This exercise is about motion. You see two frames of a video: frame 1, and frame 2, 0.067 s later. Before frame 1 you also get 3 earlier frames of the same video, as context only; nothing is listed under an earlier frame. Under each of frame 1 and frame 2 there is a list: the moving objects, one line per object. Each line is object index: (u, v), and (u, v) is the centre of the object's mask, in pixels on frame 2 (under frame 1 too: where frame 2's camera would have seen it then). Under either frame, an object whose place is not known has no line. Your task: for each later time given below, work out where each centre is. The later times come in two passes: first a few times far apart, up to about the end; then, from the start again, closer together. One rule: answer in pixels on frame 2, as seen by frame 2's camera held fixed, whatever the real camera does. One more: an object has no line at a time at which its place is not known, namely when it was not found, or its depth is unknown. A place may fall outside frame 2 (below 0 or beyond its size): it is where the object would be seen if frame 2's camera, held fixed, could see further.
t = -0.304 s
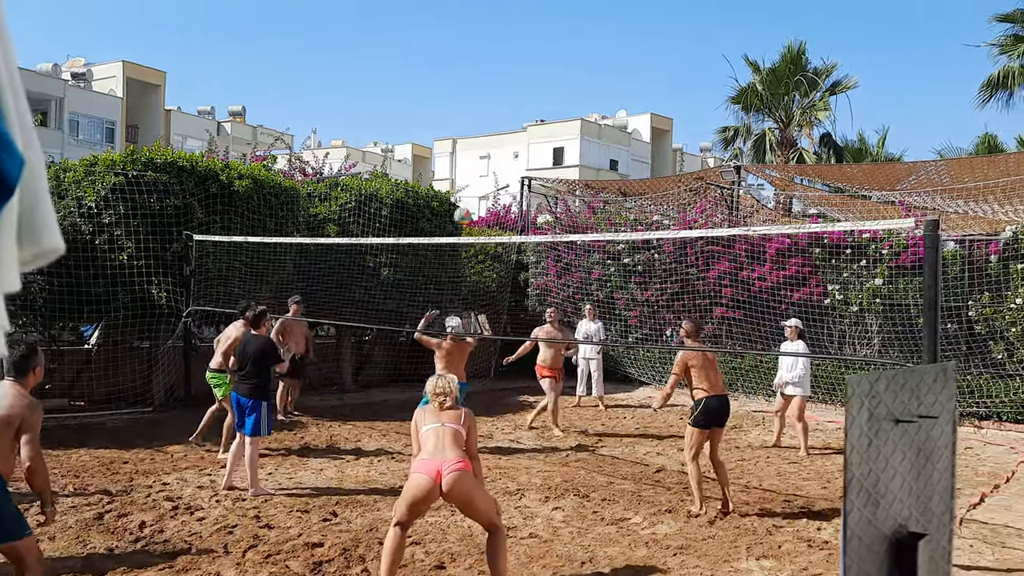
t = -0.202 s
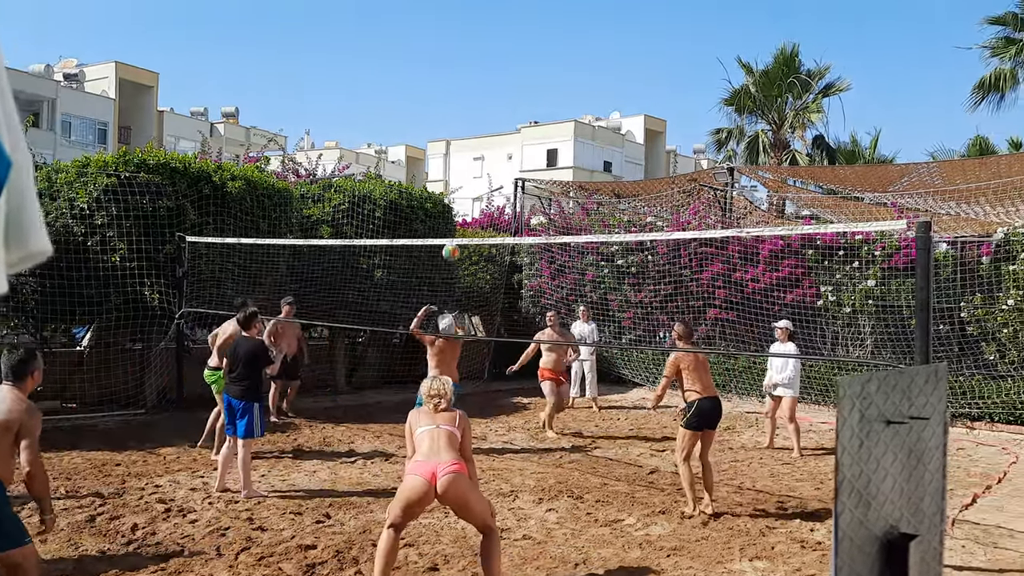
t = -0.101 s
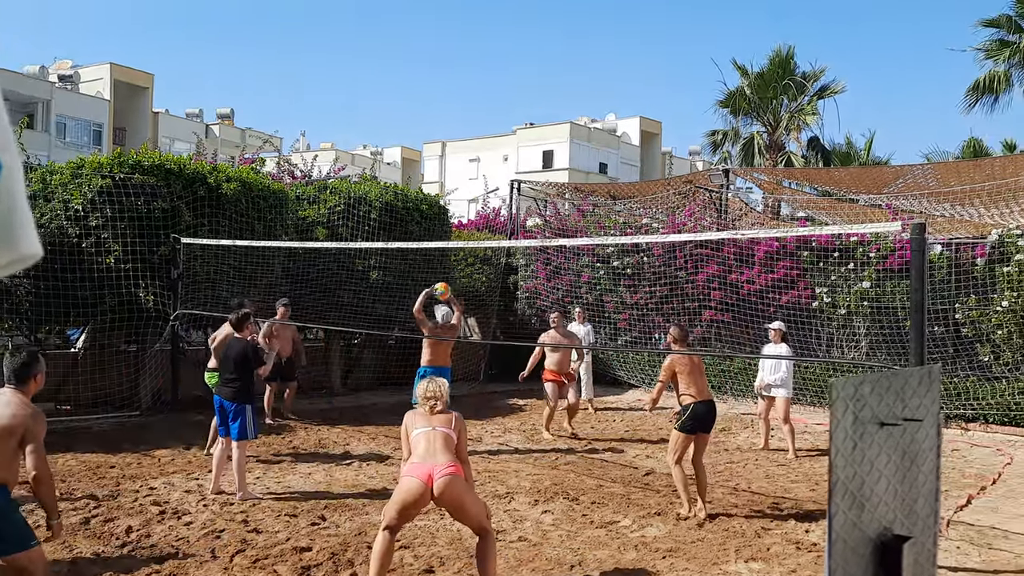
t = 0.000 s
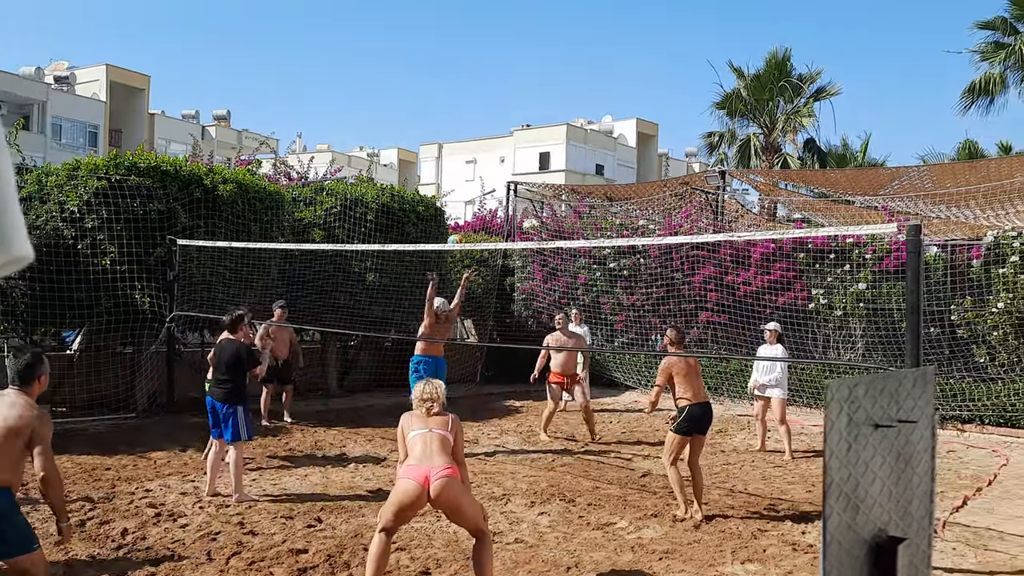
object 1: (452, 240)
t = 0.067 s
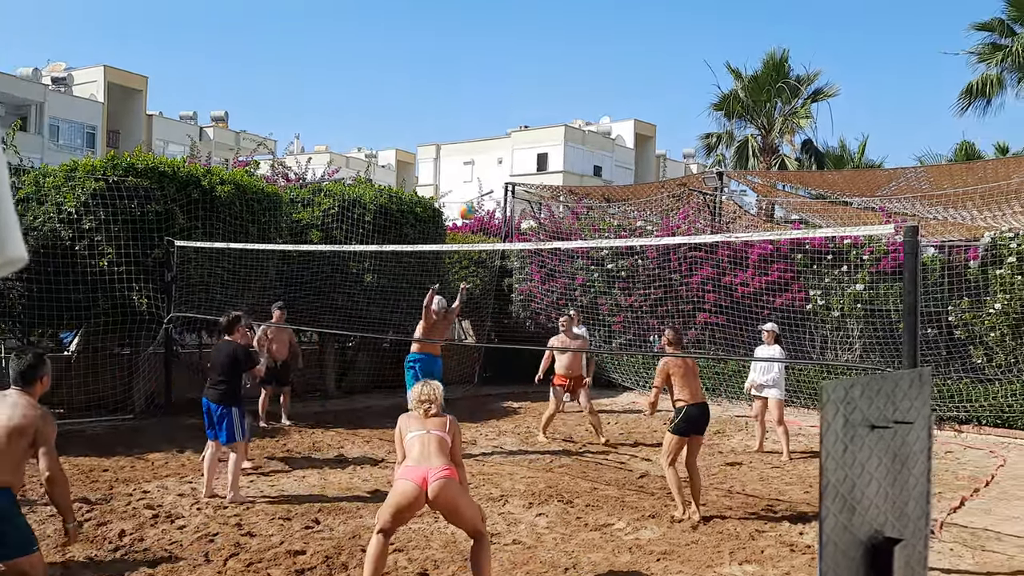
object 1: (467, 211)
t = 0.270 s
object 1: (505, 131)
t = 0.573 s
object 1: (565, 68)
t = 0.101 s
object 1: (473, 196)
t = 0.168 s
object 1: (486, 167)
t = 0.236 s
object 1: (498, 143)
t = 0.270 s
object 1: (505, 131)
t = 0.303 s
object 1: (511, 120)
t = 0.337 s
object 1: (518, 111)
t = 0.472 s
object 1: (545, 81)
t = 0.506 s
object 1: (551, 75)
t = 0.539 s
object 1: (558, 71)
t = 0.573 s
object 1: (565, 68)
